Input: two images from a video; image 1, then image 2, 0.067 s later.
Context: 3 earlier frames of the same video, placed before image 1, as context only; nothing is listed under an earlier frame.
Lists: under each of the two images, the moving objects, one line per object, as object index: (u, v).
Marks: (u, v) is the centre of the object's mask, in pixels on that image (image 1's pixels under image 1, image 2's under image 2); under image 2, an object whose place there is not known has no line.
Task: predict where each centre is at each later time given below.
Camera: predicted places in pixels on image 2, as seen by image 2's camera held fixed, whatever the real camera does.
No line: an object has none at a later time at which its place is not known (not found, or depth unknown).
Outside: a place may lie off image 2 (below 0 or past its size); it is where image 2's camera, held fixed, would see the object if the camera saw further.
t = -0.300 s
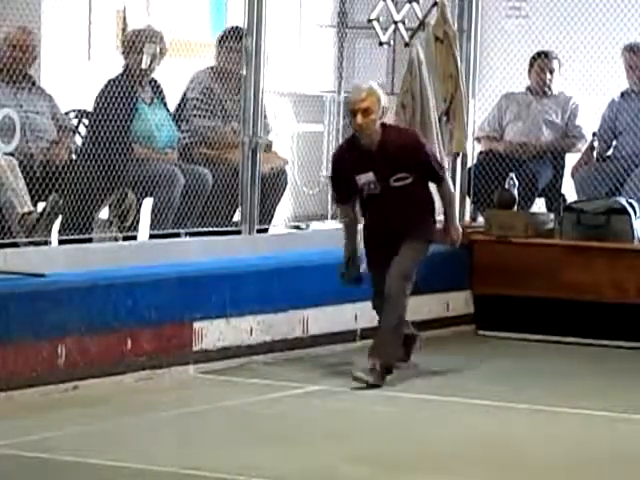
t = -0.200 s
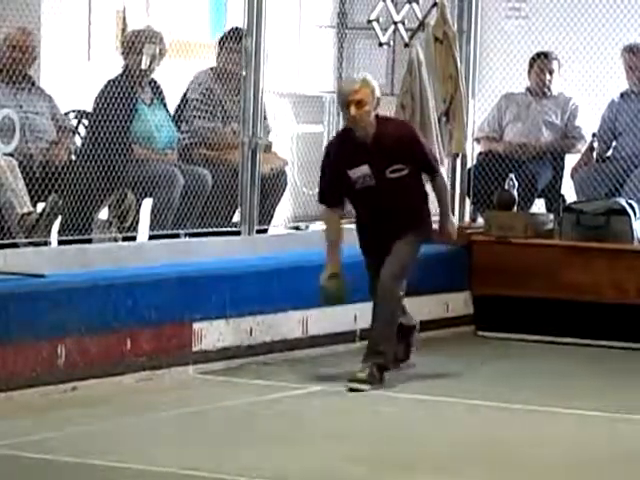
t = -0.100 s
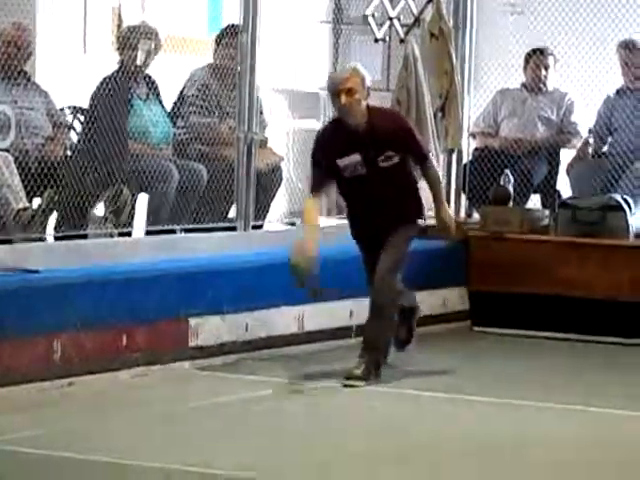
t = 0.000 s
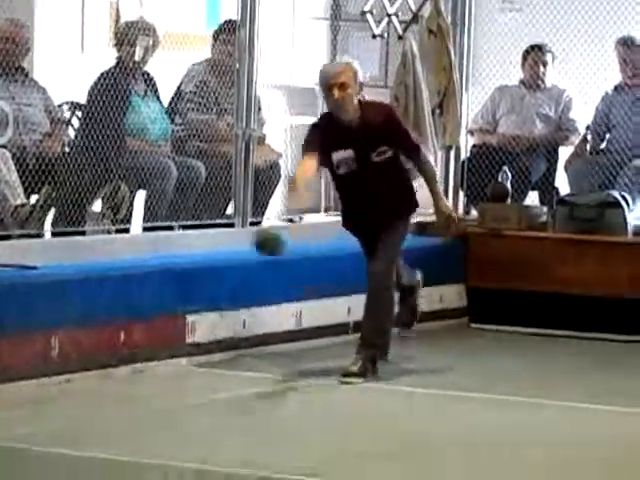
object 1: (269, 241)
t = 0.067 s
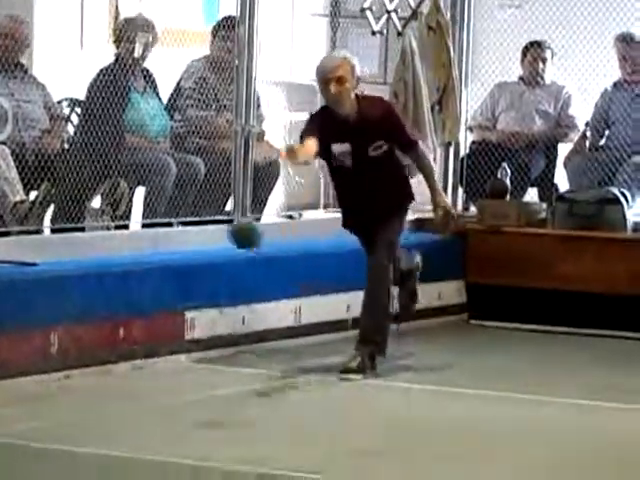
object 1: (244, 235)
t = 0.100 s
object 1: (232, 237)
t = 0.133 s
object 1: (215, 240)
